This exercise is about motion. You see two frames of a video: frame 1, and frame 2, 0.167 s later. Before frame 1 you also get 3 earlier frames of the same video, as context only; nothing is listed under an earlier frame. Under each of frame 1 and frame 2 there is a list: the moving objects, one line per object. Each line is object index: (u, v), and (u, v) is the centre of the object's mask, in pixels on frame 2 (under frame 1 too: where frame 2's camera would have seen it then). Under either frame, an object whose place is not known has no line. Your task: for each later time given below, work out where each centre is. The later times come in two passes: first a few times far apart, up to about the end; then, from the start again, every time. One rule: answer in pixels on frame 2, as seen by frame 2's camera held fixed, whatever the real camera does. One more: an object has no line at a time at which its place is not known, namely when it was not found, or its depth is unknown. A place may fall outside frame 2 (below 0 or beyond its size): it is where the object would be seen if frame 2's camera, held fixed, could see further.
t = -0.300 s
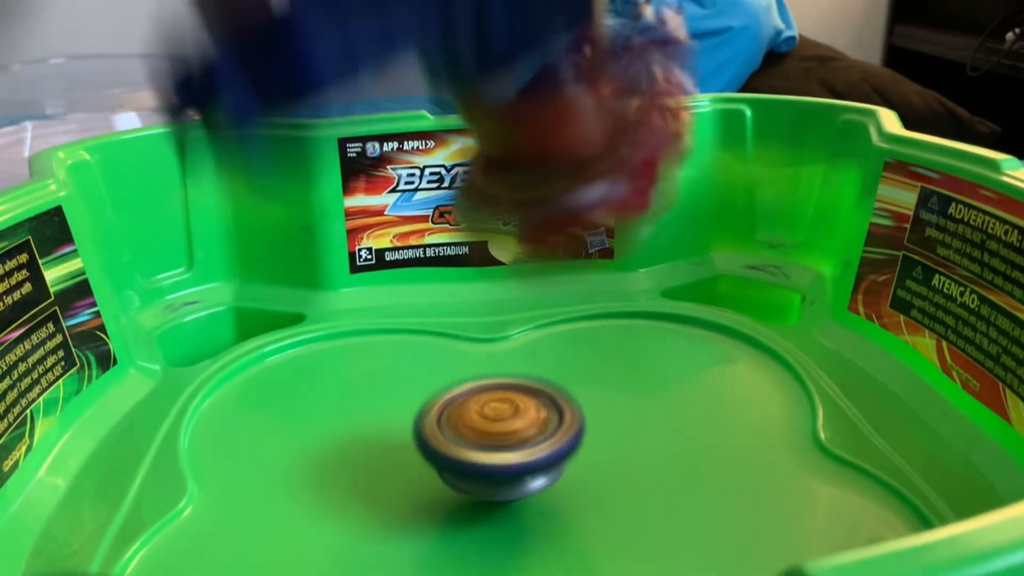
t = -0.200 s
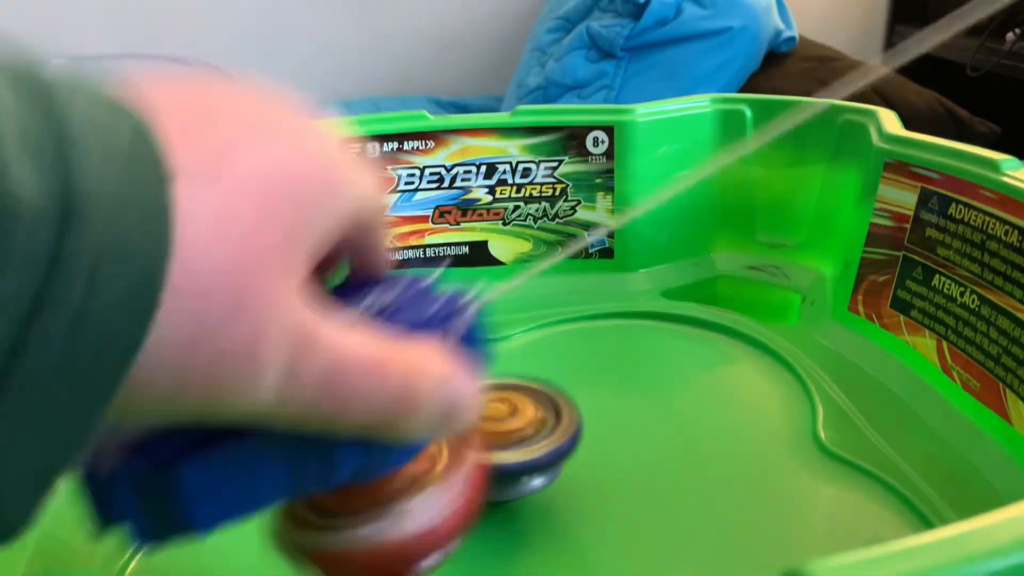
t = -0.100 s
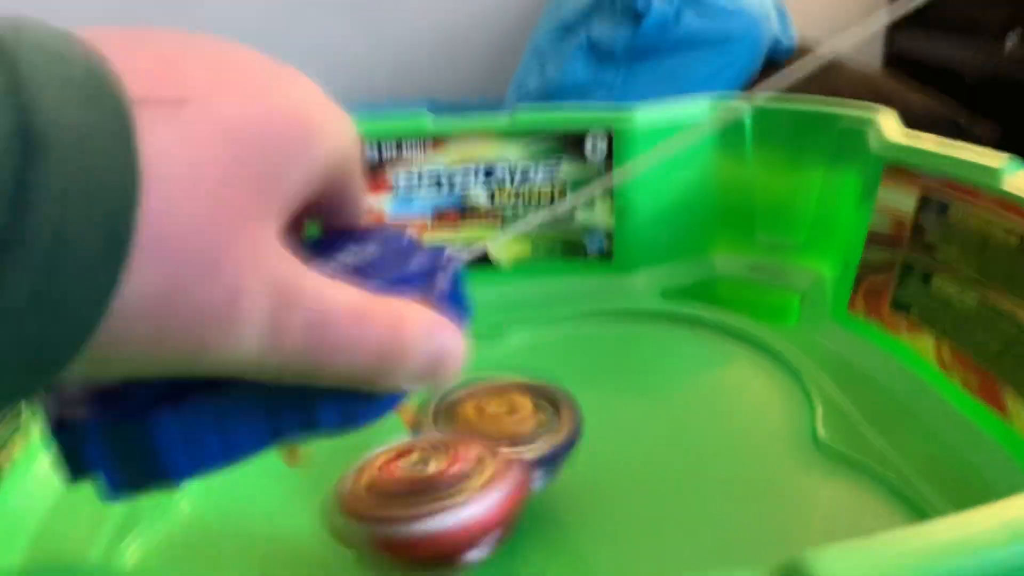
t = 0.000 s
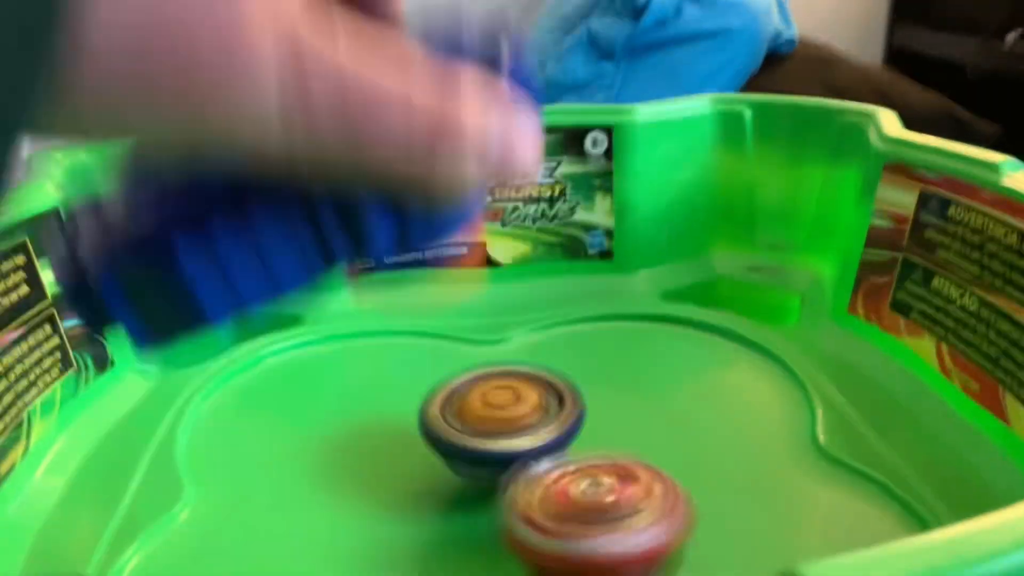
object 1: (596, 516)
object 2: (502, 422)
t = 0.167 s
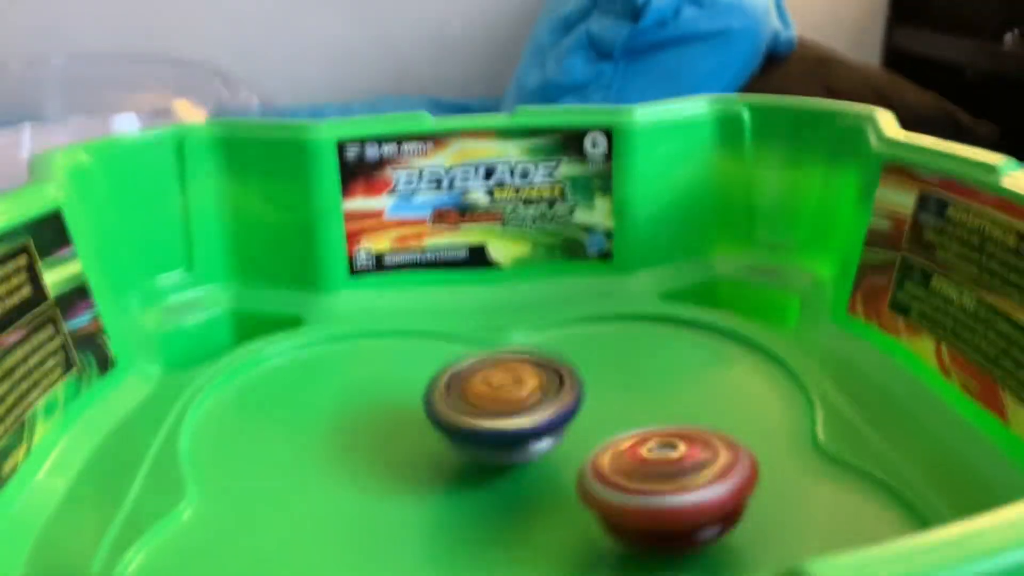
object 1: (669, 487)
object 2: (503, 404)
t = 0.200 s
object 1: (667, 482)
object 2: (500, 409)
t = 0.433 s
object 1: (737, 458)
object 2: (406, 408)
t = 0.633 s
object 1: (727, 451)
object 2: (356, 380)
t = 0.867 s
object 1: (601, 443)
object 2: (345, 361)
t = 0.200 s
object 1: (667, 482)
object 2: (500, 409)
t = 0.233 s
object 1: (664, 479)
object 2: (502, 411)
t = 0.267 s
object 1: (663, 475)
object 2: (502, 415)
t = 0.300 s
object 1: (662, 471)
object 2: (503, 418)
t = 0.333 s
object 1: (662, 468)
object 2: (504, 421)
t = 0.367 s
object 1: (687, 462)
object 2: (477, 419)
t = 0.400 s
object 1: (718, 462)
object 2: (436, 415)
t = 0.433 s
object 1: (737, 458)
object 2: (406, 408)
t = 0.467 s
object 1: (748, 456)
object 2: (385, 402)
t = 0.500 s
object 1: (753, 453)
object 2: (371, 401)
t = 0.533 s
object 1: (752, 453)
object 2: (365, 396)
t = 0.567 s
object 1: (746, 451)
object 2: (358, 391)
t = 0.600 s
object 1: (738, 454)
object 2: (357, 388)
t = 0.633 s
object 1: (727, 451)
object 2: (356, 380)
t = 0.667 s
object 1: (712, 454)
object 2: (352, 377)
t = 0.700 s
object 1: (698, 453)
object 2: (351, 374)
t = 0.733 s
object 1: (678, 455)
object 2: (349, 371)
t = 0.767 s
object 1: (660, 453)
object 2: (347, 368)
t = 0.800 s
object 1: (641, 449)
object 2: (348, 365)
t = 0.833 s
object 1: (621, 449)
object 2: (347, 363)
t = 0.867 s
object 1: (601, 443)
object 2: (345, 361)
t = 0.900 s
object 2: (346, 362)
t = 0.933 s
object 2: (343, 362)
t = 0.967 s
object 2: (341, 368)
